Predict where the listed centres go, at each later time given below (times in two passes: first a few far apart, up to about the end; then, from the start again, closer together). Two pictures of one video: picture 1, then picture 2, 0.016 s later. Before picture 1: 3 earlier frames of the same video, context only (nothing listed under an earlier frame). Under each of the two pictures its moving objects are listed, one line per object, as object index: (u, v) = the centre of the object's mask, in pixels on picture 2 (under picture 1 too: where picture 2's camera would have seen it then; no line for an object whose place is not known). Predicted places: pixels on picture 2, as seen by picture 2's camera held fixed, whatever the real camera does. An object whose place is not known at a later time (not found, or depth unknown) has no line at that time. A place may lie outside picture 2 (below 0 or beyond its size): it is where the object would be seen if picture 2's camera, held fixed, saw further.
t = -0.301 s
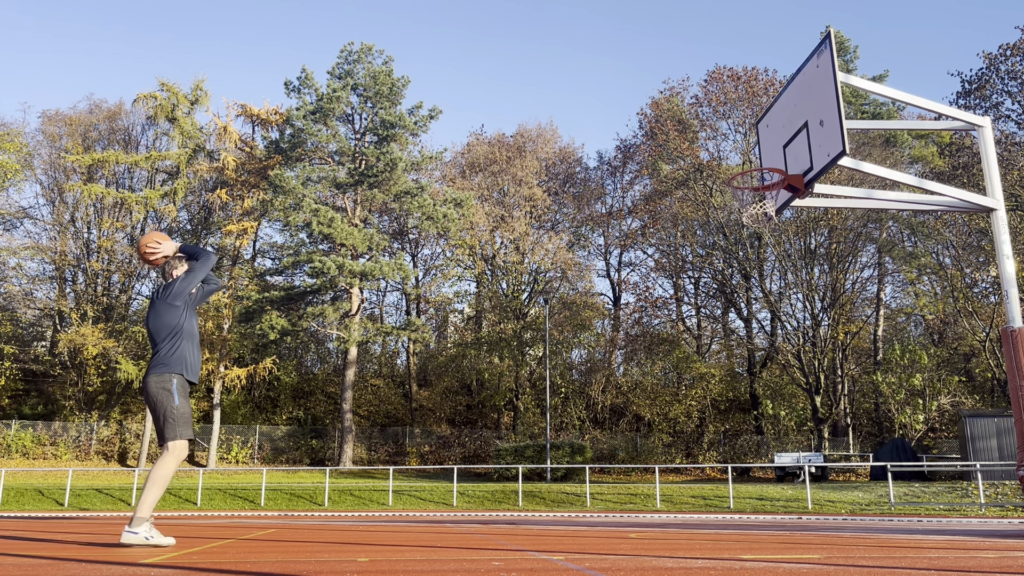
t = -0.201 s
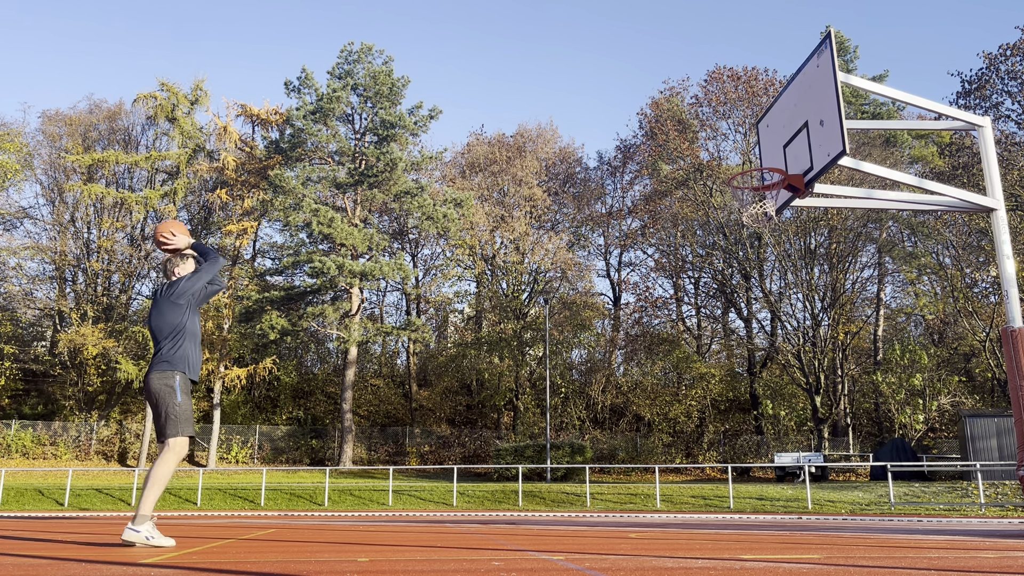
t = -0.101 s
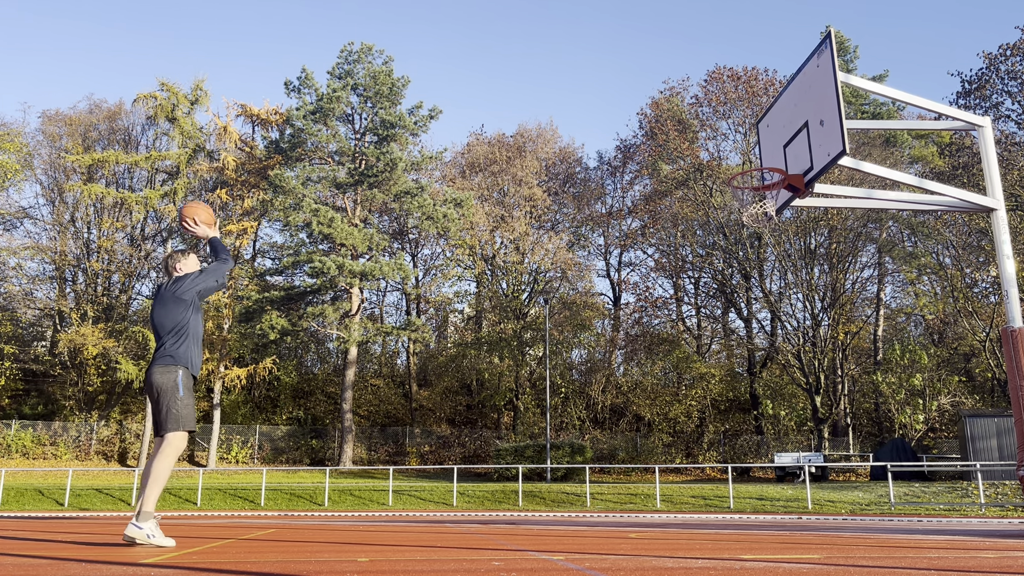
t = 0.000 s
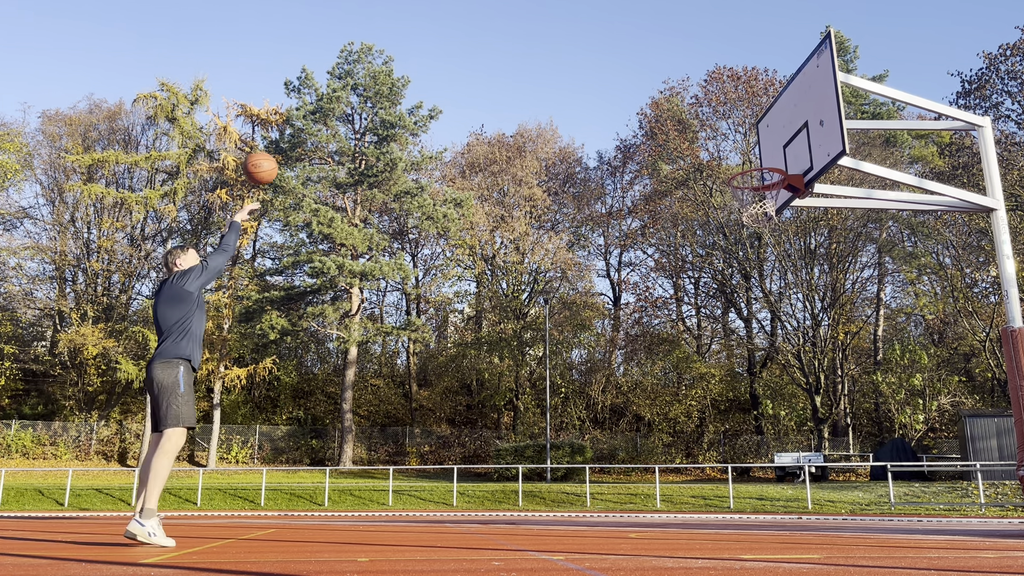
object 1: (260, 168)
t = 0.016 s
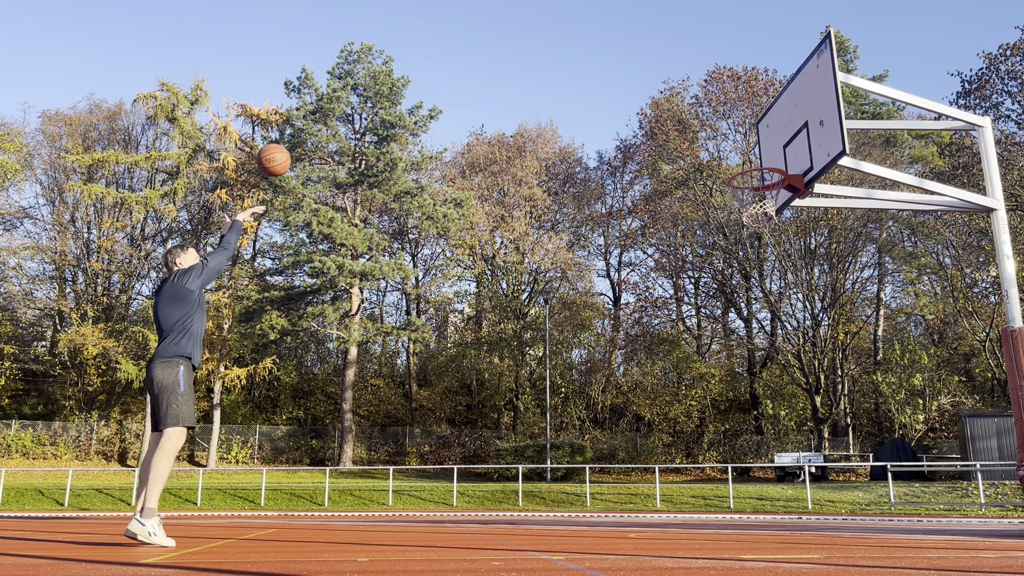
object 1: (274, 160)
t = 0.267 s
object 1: (450, 88)
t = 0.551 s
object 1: (619, 98)
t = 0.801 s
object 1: (755, 175)
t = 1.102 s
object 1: (745, 211)
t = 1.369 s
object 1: (755, 218)
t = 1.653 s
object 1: (787, 309)
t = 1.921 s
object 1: (826, 494)
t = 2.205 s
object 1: (835, 406)
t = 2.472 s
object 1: (845, 368)
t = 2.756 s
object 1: (866, 427)
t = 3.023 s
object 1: (887, 491)
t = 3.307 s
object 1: (898, 441)
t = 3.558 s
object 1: (918, 484)
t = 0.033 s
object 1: (287, 152)
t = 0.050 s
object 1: (300, 145)
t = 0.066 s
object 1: (312, 138)
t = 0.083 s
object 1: (324, 132)
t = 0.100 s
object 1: (337, 126)
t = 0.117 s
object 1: (349, 120)
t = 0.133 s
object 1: (361, 115)
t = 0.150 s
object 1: (373, 110)
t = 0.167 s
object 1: (384, 106)
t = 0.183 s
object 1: (396, 102)
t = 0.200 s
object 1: (407, 99)
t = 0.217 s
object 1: (418, 95)
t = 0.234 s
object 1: (429, 92)
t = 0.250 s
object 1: (440, 90)
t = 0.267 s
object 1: (450, 88)
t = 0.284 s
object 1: (461, 86)
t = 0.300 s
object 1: (471, 84)
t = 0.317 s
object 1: (482, 83)
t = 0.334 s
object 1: (492, 82)
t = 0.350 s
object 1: (503, 82)
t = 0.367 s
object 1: (513, 82)
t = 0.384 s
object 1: (523, 81)
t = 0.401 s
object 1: (533, 82)
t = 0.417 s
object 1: (543, 83)
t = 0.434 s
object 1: (552, 83)
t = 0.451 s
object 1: (562, 85)
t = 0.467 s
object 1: (572, 86)
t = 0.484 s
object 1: (581, 88)
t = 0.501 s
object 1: (591, 90)
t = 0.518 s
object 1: (601, 93)
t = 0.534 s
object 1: (610, 95)
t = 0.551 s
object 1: (619, 98)
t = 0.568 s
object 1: (629, 101)
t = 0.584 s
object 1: (638, 105)
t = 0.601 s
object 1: (647, 109)
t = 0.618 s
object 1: (656, 113)
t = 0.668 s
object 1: (684, 127)
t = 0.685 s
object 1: (693, 132)
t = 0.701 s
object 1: (702, 137)
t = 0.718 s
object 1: (710, 143)
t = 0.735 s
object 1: (719, 149)
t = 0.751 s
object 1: (728, 155)
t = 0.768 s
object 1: (737, 161)
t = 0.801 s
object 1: (755, 175)
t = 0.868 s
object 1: (776, 202)
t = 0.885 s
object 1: (776, 206)
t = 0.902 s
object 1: (773, 207)
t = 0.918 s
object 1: (770, 207)
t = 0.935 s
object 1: (765, 208)
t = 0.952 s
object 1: (761, 209)
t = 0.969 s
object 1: (759, 210)
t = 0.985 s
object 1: (756, 211)
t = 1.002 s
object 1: (753, 212)
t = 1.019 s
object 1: (751, 212)
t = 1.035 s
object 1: (749, 212)
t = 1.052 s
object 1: (749, 211)
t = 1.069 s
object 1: (747, 211)
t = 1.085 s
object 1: (746, 211)
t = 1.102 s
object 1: (745, 211)
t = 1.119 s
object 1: (744, 210)
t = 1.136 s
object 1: (744, 211)
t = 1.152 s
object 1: (743, 210)
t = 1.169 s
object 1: (743, 210)
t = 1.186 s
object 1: (743, 210)
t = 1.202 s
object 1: (744, 211)
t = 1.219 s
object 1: (744, 211)
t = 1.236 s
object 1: (745, 211)
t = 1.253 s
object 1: (746, 211)
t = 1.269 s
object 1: (747, 211)
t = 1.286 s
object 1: (748, 212)
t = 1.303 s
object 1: (750, 212)
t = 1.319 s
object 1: (751, 213)
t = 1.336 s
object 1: (753, 215)
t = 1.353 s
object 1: (754, 216)
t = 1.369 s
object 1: (755, 218)
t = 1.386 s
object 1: (757, 221)
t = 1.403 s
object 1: (758, 225)
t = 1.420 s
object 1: (760, 228)
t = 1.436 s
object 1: (762, 232)
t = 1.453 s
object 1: (763, 236)
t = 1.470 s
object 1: (765, 240)
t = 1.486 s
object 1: (767, 245)
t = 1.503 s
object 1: (769, 250)
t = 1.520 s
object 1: (771, 255)
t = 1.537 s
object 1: (773, 260)
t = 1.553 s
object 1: (774, 266)
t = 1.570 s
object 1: (776, 273)
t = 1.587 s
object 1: (778, 279)
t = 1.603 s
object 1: (780, 287)
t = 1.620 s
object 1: (783, 294)
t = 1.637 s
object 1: (784, 302)
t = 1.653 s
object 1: (787, 309)
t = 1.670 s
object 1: (789, 318)
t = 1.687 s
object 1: (791, 327)
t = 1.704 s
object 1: (794, 336)
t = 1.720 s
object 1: (795, 346)
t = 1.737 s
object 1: (798, 356)
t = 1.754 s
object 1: (801, 366)
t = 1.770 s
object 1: (802, 377)
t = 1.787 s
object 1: (805, 388)
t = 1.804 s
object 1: (807, 400)
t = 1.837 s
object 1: (813, 425)
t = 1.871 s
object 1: (817, 451)
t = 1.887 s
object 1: (820, 465)
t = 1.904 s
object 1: (823, 479)
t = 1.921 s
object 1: (826, 494)
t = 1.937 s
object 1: (828, 509)
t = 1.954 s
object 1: (830, 523)
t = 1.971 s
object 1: (831, 515)
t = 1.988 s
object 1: (831, 504)
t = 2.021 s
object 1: (831, 485)
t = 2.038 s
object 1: (831, 476)
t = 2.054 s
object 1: (831, 467)
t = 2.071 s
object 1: (832, 459)
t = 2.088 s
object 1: (832, 451)
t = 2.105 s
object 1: (832, 444)
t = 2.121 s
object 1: (832, 436)
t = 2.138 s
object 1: (833, 429)
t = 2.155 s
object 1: (833, 423)
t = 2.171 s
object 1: (833, 417)
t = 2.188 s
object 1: (834, 411)
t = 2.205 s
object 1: (835, 406)
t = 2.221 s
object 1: (835, 401)
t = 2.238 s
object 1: (835, 396)
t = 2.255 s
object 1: (836, 392)
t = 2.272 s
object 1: (836, 388)
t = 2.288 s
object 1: (837, 385)
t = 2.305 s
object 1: (838, 382)
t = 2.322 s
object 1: (838, 378)
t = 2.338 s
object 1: (839, 376)
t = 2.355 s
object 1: (840, 374)
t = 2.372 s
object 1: (841, 372)
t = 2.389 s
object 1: (841, 371)
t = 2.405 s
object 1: (842, 370)
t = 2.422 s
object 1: (843, 369)
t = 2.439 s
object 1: (843, 368)
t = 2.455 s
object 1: (844, 368)
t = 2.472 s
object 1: (845, 368)
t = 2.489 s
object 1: (846, 369)
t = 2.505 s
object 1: (847, 370)
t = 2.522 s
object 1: (848, 371)
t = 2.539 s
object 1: (849, 373)
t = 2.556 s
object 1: (850, 375)
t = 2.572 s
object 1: (851, 377)
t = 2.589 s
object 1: (853, 380)
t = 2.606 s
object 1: (854, 383)
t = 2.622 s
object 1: (855, 386)
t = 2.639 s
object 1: (856, 390)
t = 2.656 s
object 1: (858, 394)
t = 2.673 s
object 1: (859, 398)
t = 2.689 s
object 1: (860, 403)
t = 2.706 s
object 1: (861, 408)
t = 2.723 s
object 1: (863, 415)
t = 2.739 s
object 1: (864, 420)
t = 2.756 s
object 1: (866, 427)
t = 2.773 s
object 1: (868, 433)
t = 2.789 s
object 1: (870, 440)
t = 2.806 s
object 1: (871, 448)
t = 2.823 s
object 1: (873, 456)
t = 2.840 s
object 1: (875, 464)
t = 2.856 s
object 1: (876, 473)
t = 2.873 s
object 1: (878, 482)
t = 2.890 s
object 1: (880, 491)
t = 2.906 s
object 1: (882, 501)
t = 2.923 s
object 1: (884, 512)
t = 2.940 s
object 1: (886, 522)
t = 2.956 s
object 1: (886, 519)
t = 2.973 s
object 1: (886, 511)
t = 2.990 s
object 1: (886, 504)
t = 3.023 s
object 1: (887, 491)
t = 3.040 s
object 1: (888, 485)
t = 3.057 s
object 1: (888, 479)
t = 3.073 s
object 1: (888, 474)
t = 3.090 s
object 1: (889, 469)
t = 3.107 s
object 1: (889, 465)
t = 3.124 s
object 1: (890, 461)
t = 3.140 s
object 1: (890, 457)
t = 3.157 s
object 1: (891, 454)
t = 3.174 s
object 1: (892, 450)
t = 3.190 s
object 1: (892, 448)
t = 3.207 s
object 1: (893, 446)
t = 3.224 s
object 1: (894, 445)
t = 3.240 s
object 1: (895, 443)
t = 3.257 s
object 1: (896, 441)
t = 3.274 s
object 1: (897, 441)
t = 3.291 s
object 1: (897, 441)
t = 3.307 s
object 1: (898, 441)
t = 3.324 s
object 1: (900, 441)
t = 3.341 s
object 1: (901, 442)
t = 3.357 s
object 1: (902, 443)
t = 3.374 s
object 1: (903, 444)
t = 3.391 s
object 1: (903, 445)
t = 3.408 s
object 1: (905, 447)
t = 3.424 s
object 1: (906, 450)
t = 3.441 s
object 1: (908, 453)
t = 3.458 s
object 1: (909, 457)
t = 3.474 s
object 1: (911, 460)
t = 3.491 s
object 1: (912, 464)
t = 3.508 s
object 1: (913, 469)
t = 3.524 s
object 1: (915, 473)
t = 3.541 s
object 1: (916, 479)
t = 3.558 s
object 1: (918, 484)
